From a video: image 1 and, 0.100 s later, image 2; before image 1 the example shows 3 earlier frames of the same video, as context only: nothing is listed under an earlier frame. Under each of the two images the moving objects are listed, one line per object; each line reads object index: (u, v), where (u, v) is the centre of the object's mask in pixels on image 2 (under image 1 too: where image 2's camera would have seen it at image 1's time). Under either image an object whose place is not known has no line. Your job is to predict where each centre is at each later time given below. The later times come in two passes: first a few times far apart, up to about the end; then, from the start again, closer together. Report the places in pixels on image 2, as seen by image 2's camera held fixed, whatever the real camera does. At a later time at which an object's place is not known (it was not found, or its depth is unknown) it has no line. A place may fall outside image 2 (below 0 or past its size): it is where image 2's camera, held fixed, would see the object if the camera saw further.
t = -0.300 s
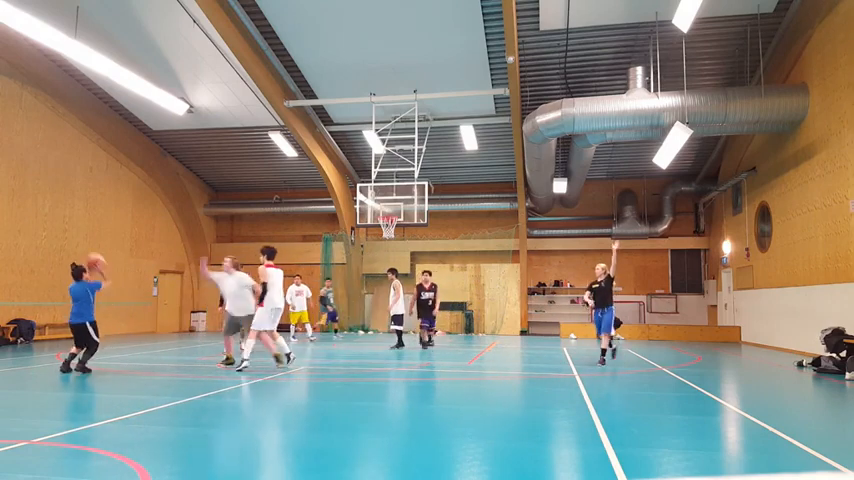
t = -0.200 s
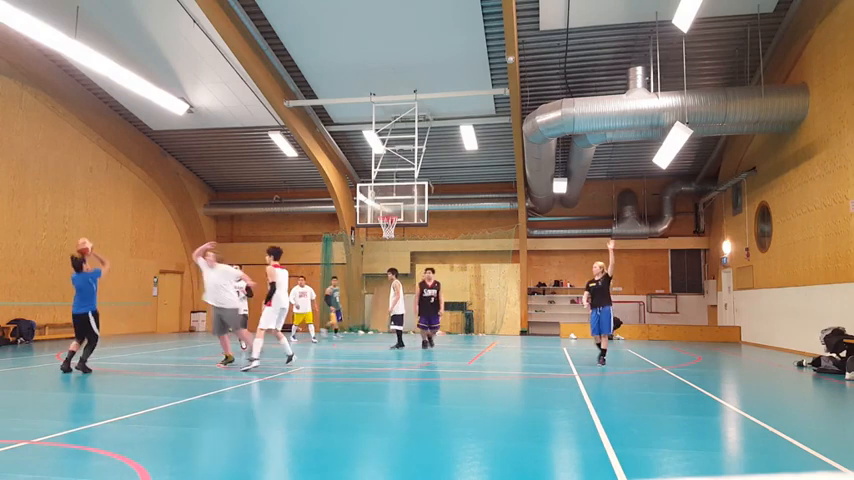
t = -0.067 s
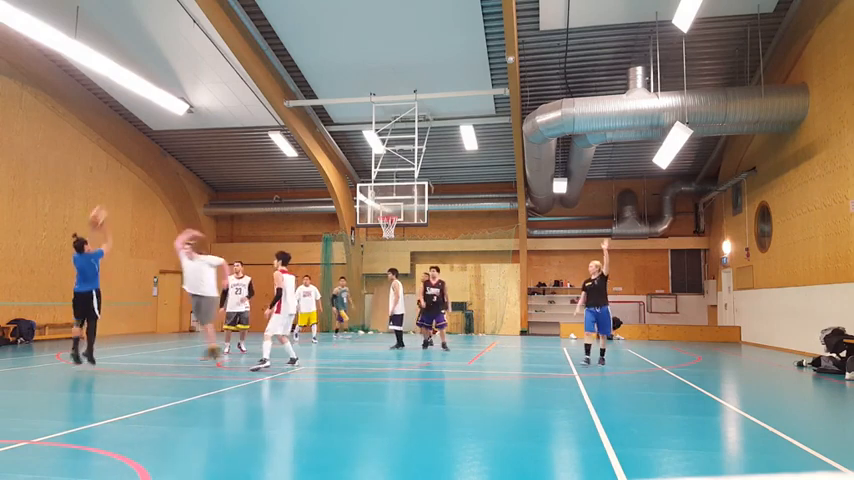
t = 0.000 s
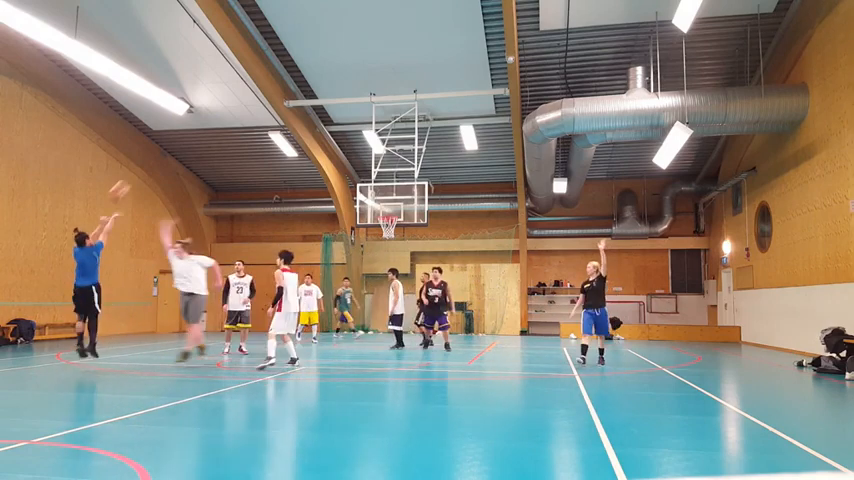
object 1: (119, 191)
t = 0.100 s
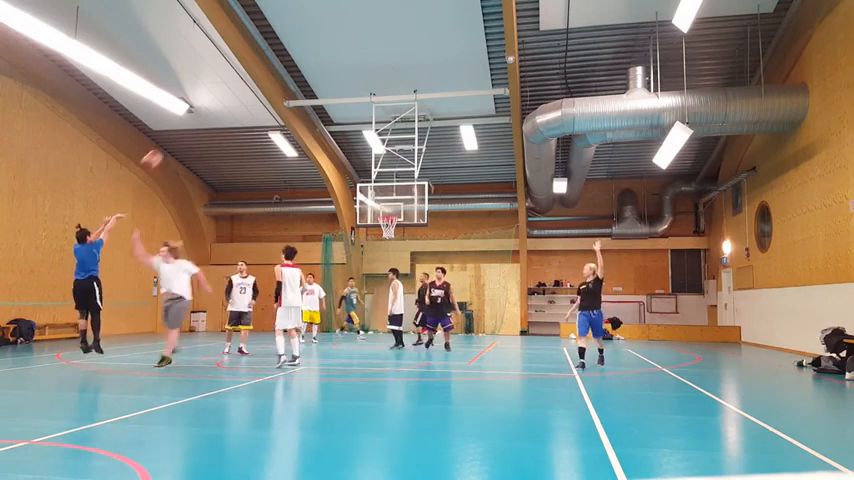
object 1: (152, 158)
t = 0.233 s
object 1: (190, 130)
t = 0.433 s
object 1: (241, 109)
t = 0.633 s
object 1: (283, 108)
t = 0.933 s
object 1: (337, 140)
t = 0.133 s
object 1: (162, 151)
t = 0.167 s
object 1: (172, 143)
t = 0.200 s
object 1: (182, 136)
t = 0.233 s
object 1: (190, 130)
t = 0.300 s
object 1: (208, 120)
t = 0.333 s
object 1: (216, 117)
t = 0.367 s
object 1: (224, 113)
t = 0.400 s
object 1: (233, 111)
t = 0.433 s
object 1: (241, 109)
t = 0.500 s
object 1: (256, 106)
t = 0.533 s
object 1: (263, 106)
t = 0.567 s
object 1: (271, 106)
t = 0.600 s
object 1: (278, 107)
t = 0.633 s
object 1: (283, 108)
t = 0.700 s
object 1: (296, 112)
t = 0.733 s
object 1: (302, 115)
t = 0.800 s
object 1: (313, 122)
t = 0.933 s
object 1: (337, 140)
